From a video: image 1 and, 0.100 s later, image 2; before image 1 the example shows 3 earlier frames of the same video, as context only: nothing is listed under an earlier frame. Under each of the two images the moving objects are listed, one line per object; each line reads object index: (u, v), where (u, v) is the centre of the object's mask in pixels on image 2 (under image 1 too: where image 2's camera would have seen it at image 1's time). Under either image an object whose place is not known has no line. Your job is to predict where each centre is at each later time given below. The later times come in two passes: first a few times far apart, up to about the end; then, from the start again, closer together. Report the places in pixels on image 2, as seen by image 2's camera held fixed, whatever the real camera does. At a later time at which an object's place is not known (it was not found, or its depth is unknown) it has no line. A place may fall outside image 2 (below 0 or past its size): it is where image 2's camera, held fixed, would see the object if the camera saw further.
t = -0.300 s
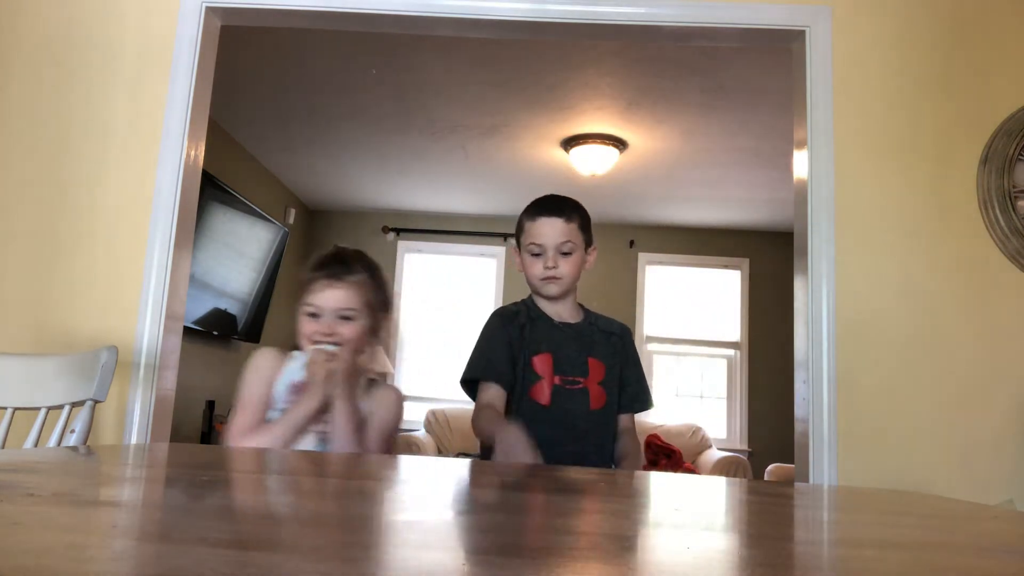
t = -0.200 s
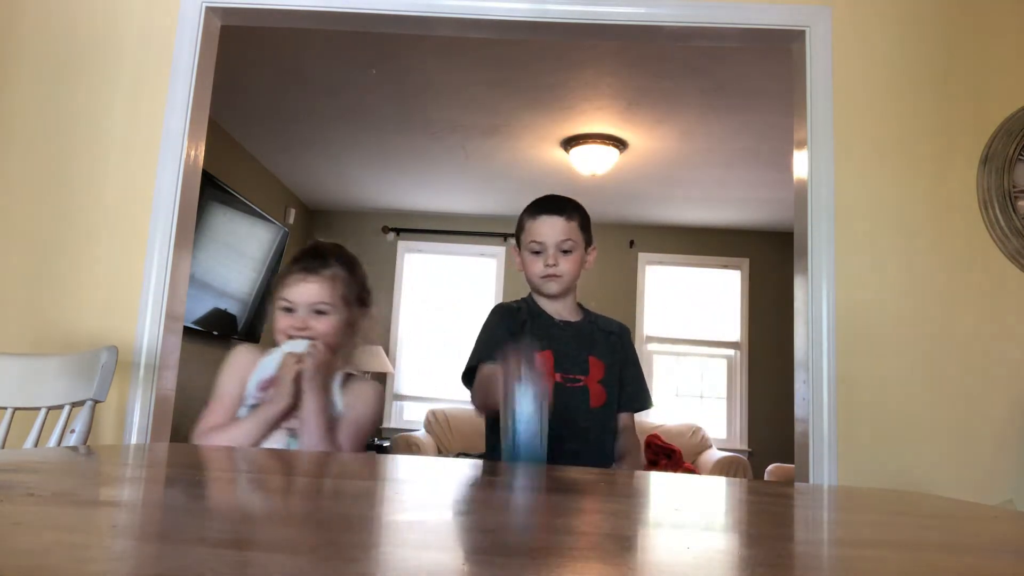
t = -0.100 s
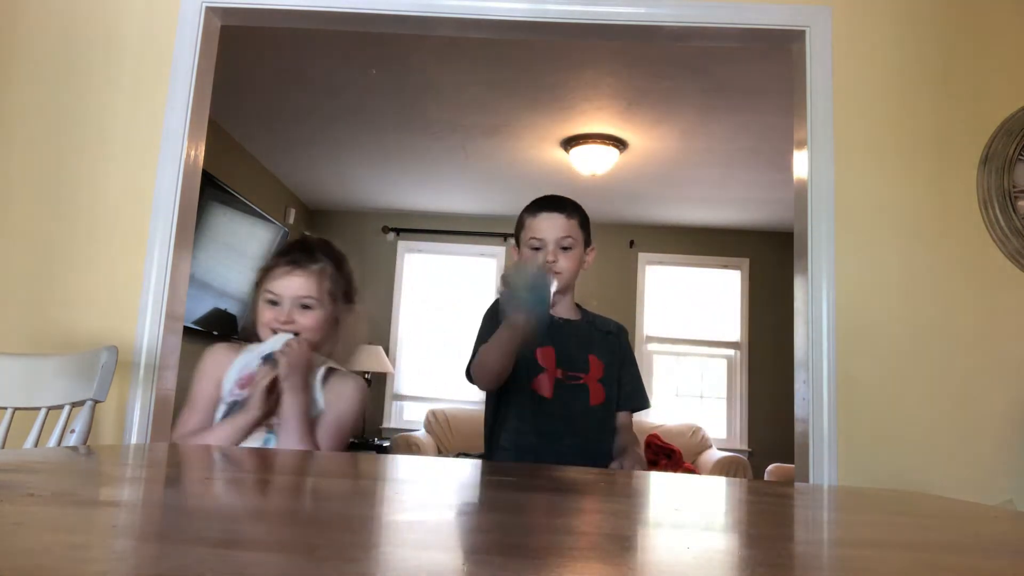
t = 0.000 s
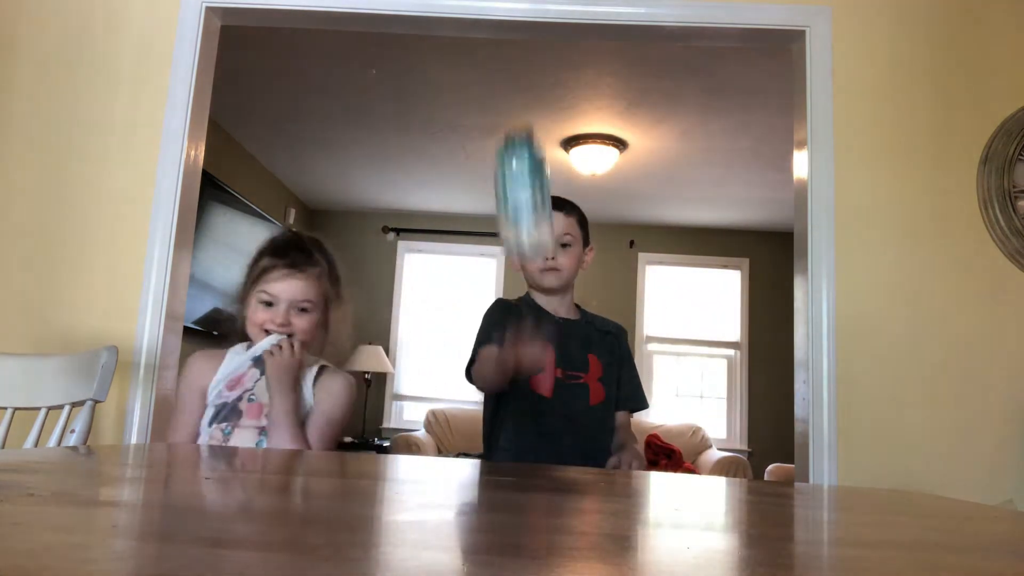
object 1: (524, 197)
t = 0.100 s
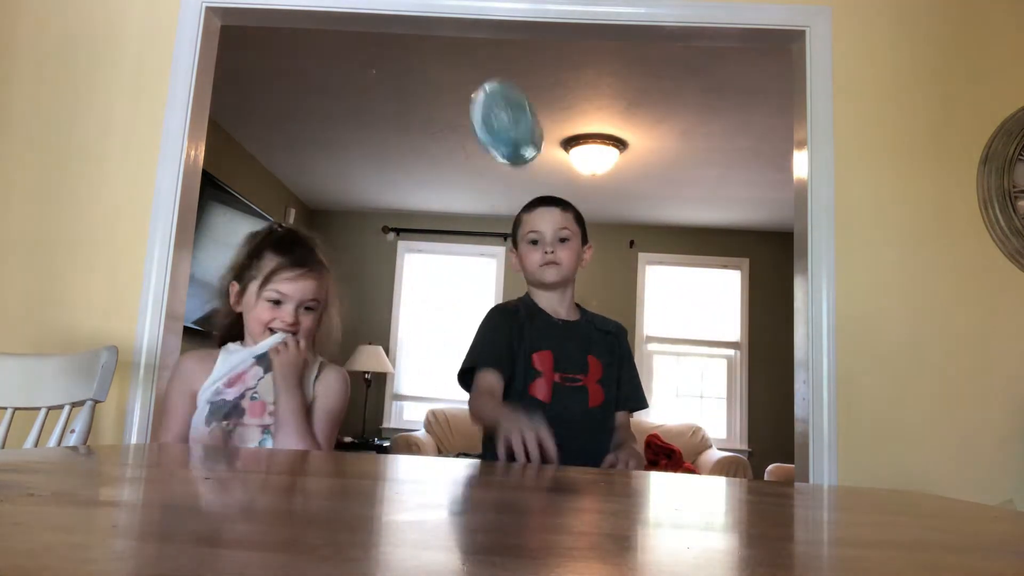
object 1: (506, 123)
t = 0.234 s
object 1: (490, 194)
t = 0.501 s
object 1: (464, 362)
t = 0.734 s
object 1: (424, 453)
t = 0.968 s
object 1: (430, 458)
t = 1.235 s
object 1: (440, 460)
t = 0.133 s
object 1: (504, 126)
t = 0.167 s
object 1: (500, 138)
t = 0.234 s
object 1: (490, 194)
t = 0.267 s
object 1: (484, 241)
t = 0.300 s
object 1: (479, 313)
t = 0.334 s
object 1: (471, 363)
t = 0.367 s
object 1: (469, 364)
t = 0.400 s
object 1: (467, 363)
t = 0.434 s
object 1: (466, 363)
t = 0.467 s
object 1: (464, 363)
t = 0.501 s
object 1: (464, 362)
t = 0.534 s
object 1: (462, 365)
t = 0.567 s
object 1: (458, 382)
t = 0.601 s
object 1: (453, 410)
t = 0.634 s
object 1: (432, 446)
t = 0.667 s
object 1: (427, 441)
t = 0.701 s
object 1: (424, 449)
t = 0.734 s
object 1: (424, 453)
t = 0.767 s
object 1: (426, 455)
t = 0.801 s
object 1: (428, 455)
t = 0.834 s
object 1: (428, 456)
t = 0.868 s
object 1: (429, 457)
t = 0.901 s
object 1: (430, 457)
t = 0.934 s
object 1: (430, 458)
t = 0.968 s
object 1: (430, 458)
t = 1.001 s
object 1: (430, 458)
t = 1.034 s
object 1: (433, 459)
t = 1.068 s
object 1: (436, 459)
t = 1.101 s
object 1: (439, 460)
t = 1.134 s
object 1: (441, 460)
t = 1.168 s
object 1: (441, 460)
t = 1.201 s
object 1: (440, 460)
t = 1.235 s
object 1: (440, 460)
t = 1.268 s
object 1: (440, 460)
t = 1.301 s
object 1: (440, 460)
